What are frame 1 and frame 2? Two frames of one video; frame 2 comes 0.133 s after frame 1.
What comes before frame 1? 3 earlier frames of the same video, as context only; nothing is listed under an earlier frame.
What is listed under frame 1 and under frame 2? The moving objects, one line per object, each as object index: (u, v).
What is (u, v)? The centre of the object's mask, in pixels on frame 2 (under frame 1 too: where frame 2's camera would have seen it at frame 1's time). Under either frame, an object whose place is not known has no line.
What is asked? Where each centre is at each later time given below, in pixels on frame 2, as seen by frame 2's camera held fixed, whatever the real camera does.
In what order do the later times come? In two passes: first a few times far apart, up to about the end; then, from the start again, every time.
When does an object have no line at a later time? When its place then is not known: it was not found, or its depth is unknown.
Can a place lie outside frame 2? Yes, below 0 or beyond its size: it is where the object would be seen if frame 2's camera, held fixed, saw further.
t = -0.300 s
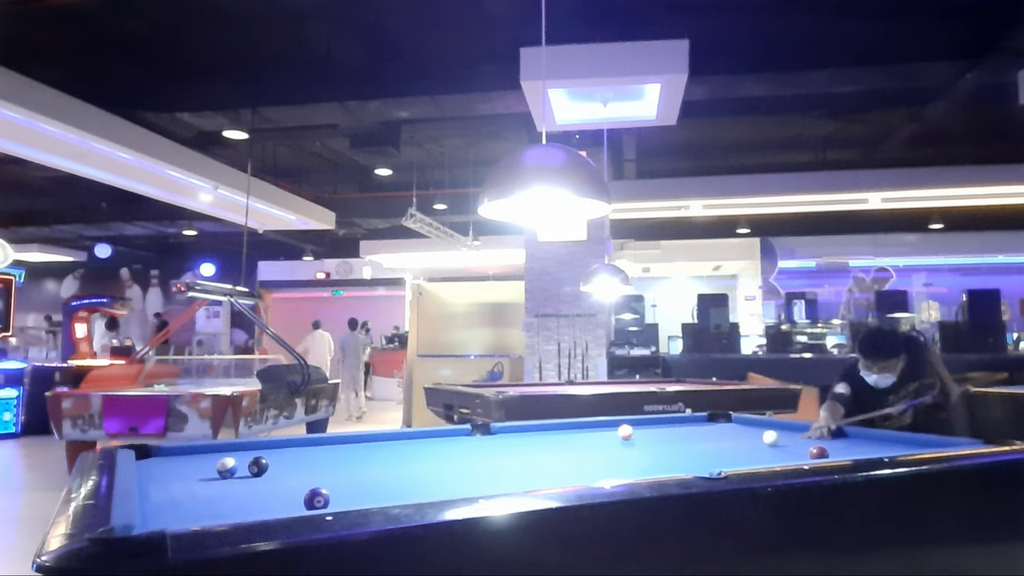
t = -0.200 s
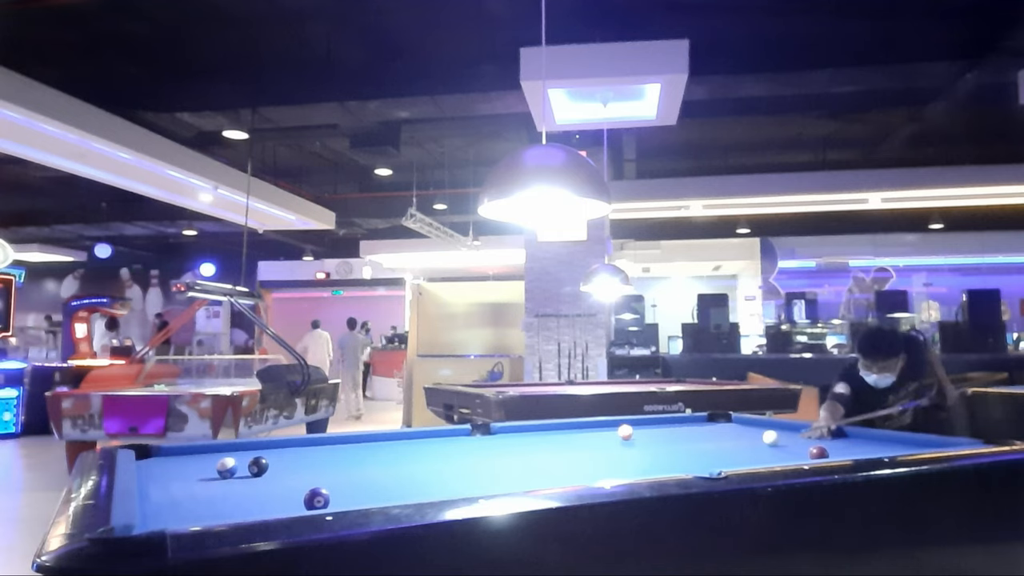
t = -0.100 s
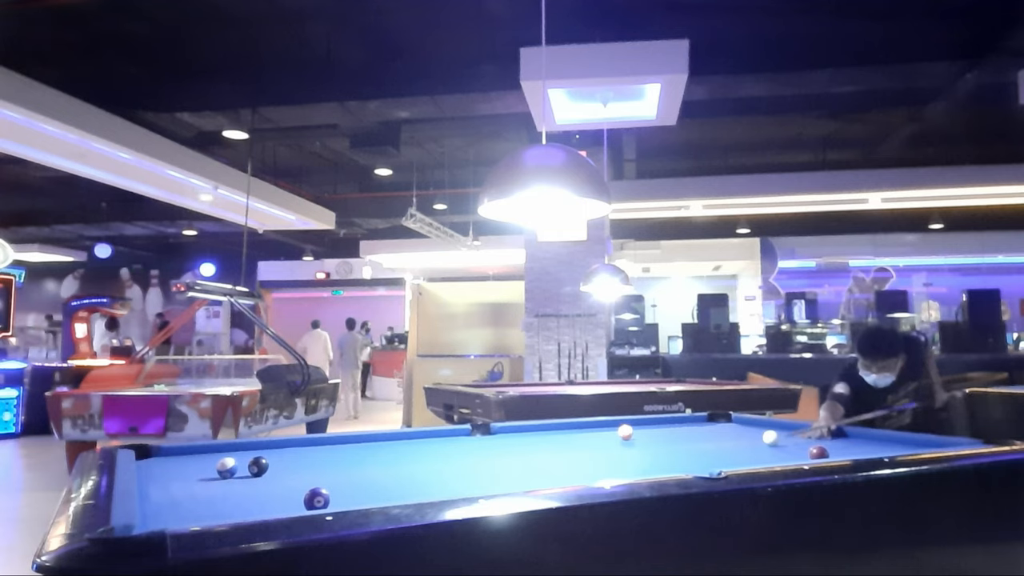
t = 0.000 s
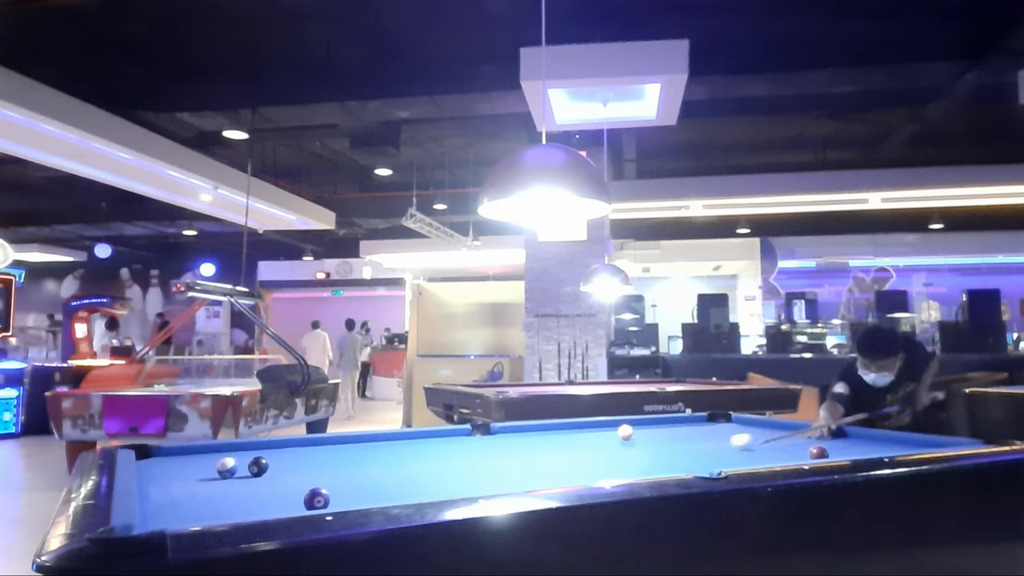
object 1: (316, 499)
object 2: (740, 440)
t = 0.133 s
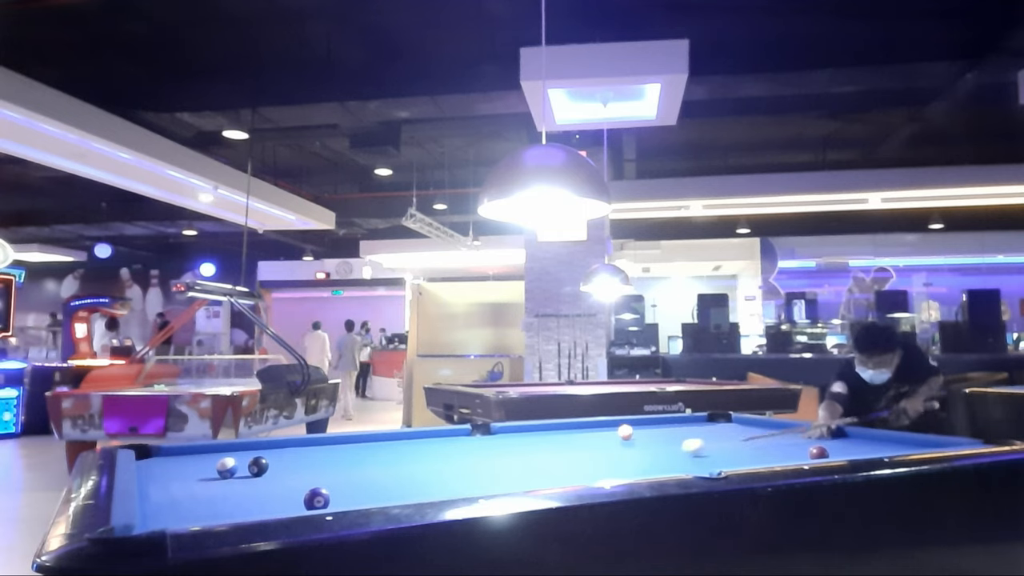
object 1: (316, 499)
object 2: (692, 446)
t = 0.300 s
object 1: (317, 499)
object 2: (636, 452)
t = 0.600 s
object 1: (317, 499)
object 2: (510, 472)
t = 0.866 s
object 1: (316, 499)
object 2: (366, 491)
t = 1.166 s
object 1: (236, 513)
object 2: (247, 496)
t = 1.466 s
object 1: (164, 517)
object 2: (160, 496)
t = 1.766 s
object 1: (187, 507)
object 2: (223, 485)
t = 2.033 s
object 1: (215, 497)
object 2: (268, 477)
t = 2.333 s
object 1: (241, 488)
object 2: (312, 470)
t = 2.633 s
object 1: (261, 481)
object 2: (347, 463)
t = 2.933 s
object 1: (277, 475)
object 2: (377, 458)
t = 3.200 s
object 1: (290, 471)
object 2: (399, 454)
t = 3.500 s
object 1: (301, 467)
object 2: (422, 451)
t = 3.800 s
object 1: (310, 463)
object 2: (440, 447)
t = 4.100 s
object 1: (317, 461)
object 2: (456, 444)
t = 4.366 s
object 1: (323, 459)
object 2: (467, 443)
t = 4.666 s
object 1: (327, 458)
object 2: (477, 441)
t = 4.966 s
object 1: (330, 457)
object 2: (486, 439)
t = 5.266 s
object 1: (332, 457)
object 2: (493, 438)
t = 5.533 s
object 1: (332, 456)
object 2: (497, 438)
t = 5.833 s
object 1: (332, 456)
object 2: (501, 437)
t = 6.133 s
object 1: (332, 456)
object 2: (503, 437)
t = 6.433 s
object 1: (332, 456)
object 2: (503, 437)
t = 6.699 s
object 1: (332, 456)
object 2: (503, 437)
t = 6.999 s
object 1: (332, 456)
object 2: (503, 437)
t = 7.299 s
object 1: (332, 456)
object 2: (503, 437)
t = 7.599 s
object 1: (332, 456)
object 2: (503, 437)
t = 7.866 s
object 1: (332, 456)
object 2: (503, 437)
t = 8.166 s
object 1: (332, 456)
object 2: (503, 437)
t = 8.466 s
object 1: (332, 456)
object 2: (503, 437)
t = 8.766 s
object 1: (332, 456)
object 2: (503, 437)
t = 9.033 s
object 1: (332, 456)
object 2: (503, 437)
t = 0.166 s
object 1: (317, 499)
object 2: (681, 447)
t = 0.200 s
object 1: (316, 499)
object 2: (670, 448)
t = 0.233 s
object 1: (317, 499)
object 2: (658, 449)
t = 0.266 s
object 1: (317, 499)
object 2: (647, 451)
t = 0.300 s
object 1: (317, 499)
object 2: (636, 452)
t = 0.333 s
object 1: (316, 499)
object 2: (623, 454)
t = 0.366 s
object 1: (316, 499)
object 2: (611, 458)
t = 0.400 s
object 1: (317, 499)
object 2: (597, 459)
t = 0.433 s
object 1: (316, 499)
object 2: (584, 461)
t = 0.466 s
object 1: (317, 499)
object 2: (570, 463)
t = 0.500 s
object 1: (316, 499)
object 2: (556, 465)
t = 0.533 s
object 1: (316, 499)
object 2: (541, 467)
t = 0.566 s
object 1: (316, 499)
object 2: (525, 470)
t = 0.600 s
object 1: (317, 499)
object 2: (510, 472)
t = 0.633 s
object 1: (316, 499)
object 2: (494, 474)
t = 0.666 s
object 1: (317, 499)
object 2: (478, 476)
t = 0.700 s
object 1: (316, 499)
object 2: (460, 478)
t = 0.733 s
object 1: (317, 499)
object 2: (444, 481)
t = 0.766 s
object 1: (316, 499)
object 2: (425, 484)
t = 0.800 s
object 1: (316, 499)
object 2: (406, 486)
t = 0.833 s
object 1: (316, 499)
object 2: (386, 488)
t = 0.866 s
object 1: (316, 499)
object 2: (366, 491)
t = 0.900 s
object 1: (316, 499)
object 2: (345, 493)
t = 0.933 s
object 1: (315, 500)
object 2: (332, 492)
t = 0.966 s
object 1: (301, 503)
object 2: (320, 493)
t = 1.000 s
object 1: (289, 505)
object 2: (308, 493)
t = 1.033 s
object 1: (278, 507)
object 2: (296, 493)
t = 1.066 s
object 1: (266, 508)
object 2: (283, 494)
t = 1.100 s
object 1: (255, 510)
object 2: (271, 495)
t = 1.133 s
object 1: (245, 512)
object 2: (259, 495)
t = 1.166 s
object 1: (236, 513)
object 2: (247, 496)
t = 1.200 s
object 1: (227, 513)
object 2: (234, 495)
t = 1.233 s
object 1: (219, 514)
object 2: (222, 496)
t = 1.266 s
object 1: (210, 514)
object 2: (210, 496)
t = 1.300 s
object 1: (203, 514)
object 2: (197, 497)
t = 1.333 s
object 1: (195, 515)
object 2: (185, 497)
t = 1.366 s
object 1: (187, 516)
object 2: (173, 497)
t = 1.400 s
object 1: (178, 516)
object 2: (162, 498)
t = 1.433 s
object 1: (170, 517)
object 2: (153, 498)
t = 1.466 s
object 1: (164, 517)
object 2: (160, 496)
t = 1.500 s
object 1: (155, 518)
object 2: (168, 494)
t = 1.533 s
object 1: (157, 516)
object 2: (175, 493)
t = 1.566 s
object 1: (162, 515)
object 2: (182, 492)
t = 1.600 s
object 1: (167, 513)
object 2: (189, 491)
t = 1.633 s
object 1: (171, 512)
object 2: (196, 490)
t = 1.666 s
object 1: (175, 511)
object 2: (203, 489)
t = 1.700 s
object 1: (179, 511)
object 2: (210, 488)
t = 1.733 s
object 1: (183, 509)
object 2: (217, 486)
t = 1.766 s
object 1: (187, 507)
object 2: (223, 485)
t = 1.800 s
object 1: (191, 506)
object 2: (229, 484)
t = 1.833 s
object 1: (195, 504)
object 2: (235, 483)
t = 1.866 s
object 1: (198, 503)
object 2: (241, 482)
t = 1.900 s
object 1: (202, 501)
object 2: (247, 481)
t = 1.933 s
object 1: (206, 500)
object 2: (252, 480)
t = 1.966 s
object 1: (209, 499)
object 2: (258, 479)
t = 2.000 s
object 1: (212, 498)
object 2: (263, 478)
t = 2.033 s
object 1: (215, 497)
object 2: (268, 477)
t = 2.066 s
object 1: (218, 496)
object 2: (274, 476)
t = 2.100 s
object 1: (221, 495)
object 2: (279, 476)
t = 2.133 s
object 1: (224, 494)
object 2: (284, 475)
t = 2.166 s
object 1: (227, 493)
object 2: (289, 474)
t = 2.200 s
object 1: (230, 492)
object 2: (293, 473)
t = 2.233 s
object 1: (233, 491)
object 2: (298, 472)
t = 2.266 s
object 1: (235, 491)
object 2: (303, 471)
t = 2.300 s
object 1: (238, 489)
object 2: (307, 471)
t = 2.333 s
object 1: (241, 488)
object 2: (312, 470)
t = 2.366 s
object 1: (243, 487)
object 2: (316, 469)
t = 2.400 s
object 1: (246, 486)
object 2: (320, 468)
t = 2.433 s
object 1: (248, 486)
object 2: (324, 468)
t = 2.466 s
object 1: (250, 485)
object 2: (328, 467)
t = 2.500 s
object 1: (252, 484)
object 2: (332, 466)
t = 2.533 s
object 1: (255, 483)
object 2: (336, 465)
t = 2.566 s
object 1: (257, 482)
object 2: (340, 465)
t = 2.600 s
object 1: (259, 482)
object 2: (344, 464)
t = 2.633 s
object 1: (261, 481)
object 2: (347, 463)
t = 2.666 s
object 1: (263, 480)
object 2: (351, 463)
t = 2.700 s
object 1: (265, 480)
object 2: (355, 462)
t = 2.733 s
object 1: (267, 479)
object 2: (358, 461)
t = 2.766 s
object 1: (269, 478)
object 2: (361, 461)
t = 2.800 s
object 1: (270, 478)
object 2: (364, 460)
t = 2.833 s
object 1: (272, 477)
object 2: (368, 460)
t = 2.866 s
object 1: (274, 476)
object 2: (371, 459)
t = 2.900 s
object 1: (276, 476)
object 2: (374, 459)
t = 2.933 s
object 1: (277, 475)
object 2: (377, 458)
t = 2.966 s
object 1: (279, 474)
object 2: (380, 458)
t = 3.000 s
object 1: (281, 474)
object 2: (383, 457)
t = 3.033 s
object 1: (282, 473)
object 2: (386, 457)
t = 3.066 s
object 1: (284, 473)
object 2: (389, 456)
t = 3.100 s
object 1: (285, 472)
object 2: (392, 456)
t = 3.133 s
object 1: (287, 472)
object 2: (394, 455)
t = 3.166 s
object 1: (288, 471)
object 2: (397, 455)
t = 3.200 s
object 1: (290, 471)
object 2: (399, 454)
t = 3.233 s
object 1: (291, 470)
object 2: (402, 454)
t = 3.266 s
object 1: (292, 470)
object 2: (405, 453)
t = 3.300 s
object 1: (293, 470)
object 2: (407, 453)
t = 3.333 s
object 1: (295, 469)
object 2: (410, 453)
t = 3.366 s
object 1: (296, 468)
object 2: (412, 452)
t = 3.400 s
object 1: (297, 468)
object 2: (415, 452)
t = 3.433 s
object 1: (298, 468)
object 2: (417, 451)
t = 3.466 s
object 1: (300, 467)
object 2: (420, 451)
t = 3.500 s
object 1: (301, 467)
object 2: (422, 451)
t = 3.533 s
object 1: (302, 467)
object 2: (424, 450)
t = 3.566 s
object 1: (303, 466)
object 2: (426, 450)
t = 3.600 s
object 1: (304, 466)
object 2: (428, 450)
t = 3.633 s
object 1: (305, 465)
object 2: (430, 449)
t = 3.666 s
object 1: (306, 465)
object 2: (432, 449)
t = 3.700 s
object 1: (307, 464)
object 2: (434, 448)
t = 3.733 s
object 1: (309, 464)
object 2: (436, 448)
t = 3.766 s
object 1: (310, 463)
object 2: (438, 448)
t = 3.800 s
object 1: (310, 463)
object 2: (440, 447)
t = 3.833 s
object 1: (311, 463)
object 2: (442, 447)
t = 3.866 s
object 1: (312, 463)
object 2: (444, 447)
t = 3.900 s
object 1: (313, 463)
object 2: (445, 446)
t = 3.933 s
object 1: (314, 462)
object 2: (447, 446)
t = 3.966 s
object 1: (314, 462)
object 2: (449, 446)
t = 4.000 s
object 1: (315, 462)
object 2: (451, 446)
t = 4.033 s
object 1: (316, 462)
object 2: (452, 445)
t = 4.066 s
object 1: (317, 462)
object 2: (454, 445)
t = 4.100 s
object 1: (317, 461)
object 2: (456, 444)
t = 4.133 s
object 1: (318, 461)
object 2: (457, 444)
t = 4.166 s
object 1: (319, 461)
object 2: (459, 444)
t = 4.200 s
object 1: (319, 460)
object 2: (460, 444)
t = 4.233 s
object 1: (320, 460)
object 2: (461, 444)
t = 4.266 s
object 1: (321, 460)
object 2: (463, 444)
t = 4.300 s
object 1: (321, 460)
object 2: (464, 443)
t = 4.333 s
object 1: (322, 459)
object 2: (465, 443)
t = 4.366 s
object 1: (323, 459)
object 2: (467, 443)
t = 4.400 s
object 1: (323, 459)
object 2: (468, 442)
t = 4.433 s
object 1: (324, 459)
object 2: (469, 442)
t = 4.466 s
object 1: (324, 459)
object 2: (471, 442)
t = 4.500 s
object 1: (325, 459)
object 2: (472, 442)
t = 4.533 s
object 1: (325, 459)
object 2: (473, 442)
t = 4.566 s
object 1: (326, 459)
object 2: (474, 441)
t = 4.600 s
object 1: (326, 458)
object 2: (475, 441)
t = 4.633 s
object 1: (327, 458)
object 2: (476, 441)
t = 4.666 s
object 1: (327, 458)
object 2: (477, 441)
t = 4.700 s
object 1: (327, 458)
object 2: (478, 441)
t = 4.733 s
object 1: (328, 458)
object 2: (479, 441)
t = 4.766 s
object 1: (328, 458)
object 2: (480, 440)
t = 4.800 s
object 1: (329, 458)
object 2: (482, 440)
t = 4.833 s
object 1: (329, 458)
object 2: (483, 440)
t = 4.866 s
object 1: (329, 457)
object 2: (483, 440)
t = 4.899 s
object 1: (330, 457)
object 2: (484, 440)
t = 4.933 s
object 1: (330, 457)
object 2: (485, 440)
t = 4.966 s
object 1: (330, 457)
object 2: (486, 439)
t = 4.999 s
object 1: (330, 457)
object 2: (487, 439)
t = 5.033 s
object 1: (331, 457)
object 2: (487, 439)
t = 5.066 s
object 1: (331, 457)
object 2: (488, 439)
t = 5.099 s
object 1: (331, 457)
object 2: (489, 439)
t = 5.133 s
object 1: (331, 457)
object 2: (490, 439)
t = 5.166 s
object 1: (331, 457)
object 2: (490, 439)
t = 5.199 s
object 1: (332, 457)
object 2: (491, 439)
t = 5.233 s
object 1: (332, 456)
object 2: (492, 438)
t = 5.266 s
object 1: (332, 457)
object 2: (493, 438)
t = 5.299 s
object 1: (332, 457)
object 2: (493, 438)
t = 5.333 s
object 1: (332, 456)
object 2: (494, 438)
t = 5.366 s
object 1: (332, 456)
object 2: (495, 438)
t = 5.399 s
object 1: (332, 456)
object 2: (495, 438)
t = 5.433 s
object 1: (332, 456)
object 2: (496, 438)
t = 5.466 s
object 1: (332, 457)
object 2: (496, 438)
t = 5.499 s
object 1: (332, 456)
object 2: (497, 438)
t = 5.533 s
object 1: (332, 456)
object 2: (497, 438)
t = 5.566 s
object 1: (332, 457)
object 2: (498, 438)
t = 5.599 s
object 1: (332, 457)
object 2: (498, 438)
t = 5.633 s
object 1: (332, 457)
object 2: (499, 437)
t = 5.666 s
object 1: (332, 456)
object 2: (499, 437)
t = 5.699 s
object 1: (332, 457)
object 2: (499, 437)
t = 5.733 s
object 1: (332, 457)
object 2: (500, 437)
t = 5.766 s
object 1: (332, 456)
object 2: (500, 437)
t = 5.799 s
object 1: (332, 456)
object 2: (500, 437)
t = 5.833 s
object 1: (332, 456)
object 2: (501, 437)
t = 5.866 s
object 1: (332, 457)
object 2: (501, 437)
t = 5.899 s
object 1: (332, 456)
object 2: (501, 437)
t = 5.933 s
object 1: (332, 457)
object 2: (501, 437)
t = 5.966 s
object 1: (332, 456)
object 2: (502, 437)
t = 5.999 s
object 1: (332, 456)
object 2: (502, 437)
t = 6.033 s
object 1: (332, 456)
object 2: (502, 437)
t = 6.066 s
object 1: (332, 456)
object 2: (502, 437)
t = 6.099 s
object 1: (332, 456)
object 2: (502, 437)
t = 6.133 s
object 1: (332, 456)
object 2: (503, 437)
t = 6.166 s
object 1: (332, 457)
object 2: (503, 437)
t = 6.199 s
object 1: (332, 456)
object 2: (503, 437)
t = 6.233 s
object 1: (332, 456)
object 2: (503, 437)
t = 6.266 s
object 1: (332, 456)
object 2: (503, 437)
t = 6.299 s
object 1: (332, 456)
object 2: (503, 437)
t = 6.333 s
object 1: (332, 456)
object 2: (503, 437)
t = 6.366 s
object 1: (332, 457)
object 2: (503, 437)
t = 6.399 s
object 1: (332, 456)
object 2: (503, 437)
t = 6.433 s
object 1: (332, 456)
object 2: (503, 437)
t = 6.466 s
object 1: (332, 456)
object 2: (503, 437)
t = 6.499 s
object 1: (332, 456)
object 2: (503, 437)
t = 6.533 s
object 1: (332, 456)
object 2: (503, 437)
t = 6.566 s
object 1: (332, 456)
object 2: (503, 437)
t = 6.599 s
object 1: (332, 456)
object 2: (503, 437)
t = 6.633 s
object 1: (332, 456)
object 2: (503, 437)
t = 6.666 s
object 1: (332, 456)
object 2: (503, 437)
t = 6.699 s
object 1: (332, 456)
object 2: (503, 437)
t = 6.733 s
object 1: (332, 456)
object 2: (503, 437)
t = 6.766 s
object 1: (332, 457)
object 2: (503, 437)
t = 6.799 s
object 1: (332, 456)
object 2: (503, 437)
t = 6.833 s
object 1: (332, 456)
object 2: (503, 437)
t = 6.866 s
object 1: (332, 456)
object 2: (503, 437)
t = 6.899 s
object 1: (332, 456)
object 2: (503, 437)
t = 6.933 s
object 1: (332, 456)
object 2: (503, 437)
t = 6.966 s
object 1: (332, 457)
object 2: (503, 437)
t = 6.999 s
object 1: (332, 456)
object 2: (503, 437)
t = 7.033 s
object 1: (332, 456)
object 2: (503, 437)
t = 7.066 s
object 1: (332, 456)
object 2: (503, 437)
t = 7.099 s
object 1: (332, 456)
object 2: (503, 437)
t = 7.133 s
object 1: (332, 456)
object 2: (503, 437)
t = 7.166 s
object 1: (332, 457)
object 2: (503, 437)
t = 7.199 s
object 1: (332, 456)
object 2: (503, 437)
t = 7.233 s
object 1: (332, 456)
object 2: (503, 437)
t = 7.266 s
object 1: (332, 456)
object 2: (503, 437)
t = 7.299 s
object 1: (332, 456)
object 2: (503, 437)
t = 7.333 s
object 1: (332, 456)
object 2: (503, 437)
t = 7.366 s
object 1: (332, 456)
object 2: (503, 437)
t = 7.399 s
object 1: (332, 456)
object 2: (503, 437)
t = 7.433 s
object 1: (332, 456)
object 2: (503, 437)
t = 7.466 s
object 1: (332, 456)
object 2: (503, 437)
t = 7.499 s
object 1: (332, 456)
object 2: (503, 437)
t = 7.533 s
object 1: (332, 456)
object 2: (503, 437)
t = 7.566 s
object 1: (332, 456)
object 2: (503, 437)
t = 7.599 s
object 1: (332, 456)
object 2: (503, 437)
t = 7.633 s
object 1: (332, 456)
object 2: (503, 437)
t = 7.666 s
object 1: (332, 456)
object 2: (503, 437)
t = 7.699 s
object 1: (332, 456)
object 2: (503, 437)
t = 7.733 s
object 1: (332, 456)
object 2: (503, 437)
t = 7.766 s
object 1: (332, 456)
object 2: (503, 437)
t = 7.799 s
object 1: (332, 456)
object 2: (503, 437)
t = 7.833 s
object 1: (332, 456)
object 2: (503, 437)
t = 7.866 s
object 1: (332, 456)
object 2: (503, 437)
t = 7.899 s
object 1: (332, 456)
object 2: (503, 437)
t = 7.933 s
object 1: (332, 456)
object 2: (503, 437)
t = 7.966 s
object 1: (332, 456)
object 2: (503, 437)
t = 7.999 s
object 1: (332, 456)
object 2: (503, 437)
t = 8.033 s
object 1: (332, 456)
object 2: (503, 437)
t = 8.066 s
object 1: (332, 456)
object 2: (503, 437)
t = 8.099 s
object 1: (332, 456)
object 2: (503, 437)
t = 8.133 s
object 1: (332, 456)
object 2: (503, 437)
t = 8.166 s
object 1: (332, 456)
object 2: (503, 437)
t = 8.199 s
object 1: (332, 456)
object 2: (503, 437)
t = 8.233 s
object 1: (332, 456)
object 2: (503, 437)
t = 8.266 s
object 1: (332, 456)
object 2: (503, 437)
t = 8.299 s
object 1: (332, 456)
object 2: (503, 437)
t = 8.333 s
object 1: (332, 456)
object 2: (503, 437)
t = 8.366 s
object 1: (332, 456)
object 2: (503, 437)
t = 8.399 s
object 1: (332, 456)
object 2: (503, 437)
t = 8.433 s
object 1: (332, 456)
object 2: (503, 437)
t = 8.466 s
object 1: (332, 456)
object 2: (503, 437)
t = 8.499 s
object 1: (332, 456)
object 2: (503, 437)
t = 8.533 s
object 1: (332, 456)
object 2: (503, 437)
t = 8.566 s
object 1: (332, 456)
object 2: (503, 437)
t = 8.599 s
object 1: (332, 456)
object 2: (503, 437)
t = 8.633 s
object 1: (332, 456)
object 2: (503, 437)
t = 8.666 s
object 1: (332, 456)
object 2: (503, 437)
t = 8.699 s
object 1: (332, 456)
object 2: (503, 437)
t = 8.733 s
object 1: (332, 456)
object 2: (503, 437)
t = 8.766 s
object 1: (332, 456)
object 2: (503, 437)
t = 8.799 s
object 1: (332, 456)
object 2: (503, 437)
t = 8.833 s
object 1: (332, 456)
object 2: (503, 437)
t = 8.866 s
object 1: (332, 456)
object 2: (503, 437)
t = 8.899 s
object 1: (332, 456)
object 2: (503, 437)
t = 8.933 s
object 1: (332, 456)
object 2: (503, 437)
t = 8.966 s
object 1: (332, 456)
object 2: (503, 437)
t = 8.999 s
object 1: (332, 456)
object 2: (503, 437)
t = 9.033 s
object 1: (332, 456)
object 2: (503, 437)
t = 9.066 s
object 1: (332, 456)
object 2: (503, 437)
